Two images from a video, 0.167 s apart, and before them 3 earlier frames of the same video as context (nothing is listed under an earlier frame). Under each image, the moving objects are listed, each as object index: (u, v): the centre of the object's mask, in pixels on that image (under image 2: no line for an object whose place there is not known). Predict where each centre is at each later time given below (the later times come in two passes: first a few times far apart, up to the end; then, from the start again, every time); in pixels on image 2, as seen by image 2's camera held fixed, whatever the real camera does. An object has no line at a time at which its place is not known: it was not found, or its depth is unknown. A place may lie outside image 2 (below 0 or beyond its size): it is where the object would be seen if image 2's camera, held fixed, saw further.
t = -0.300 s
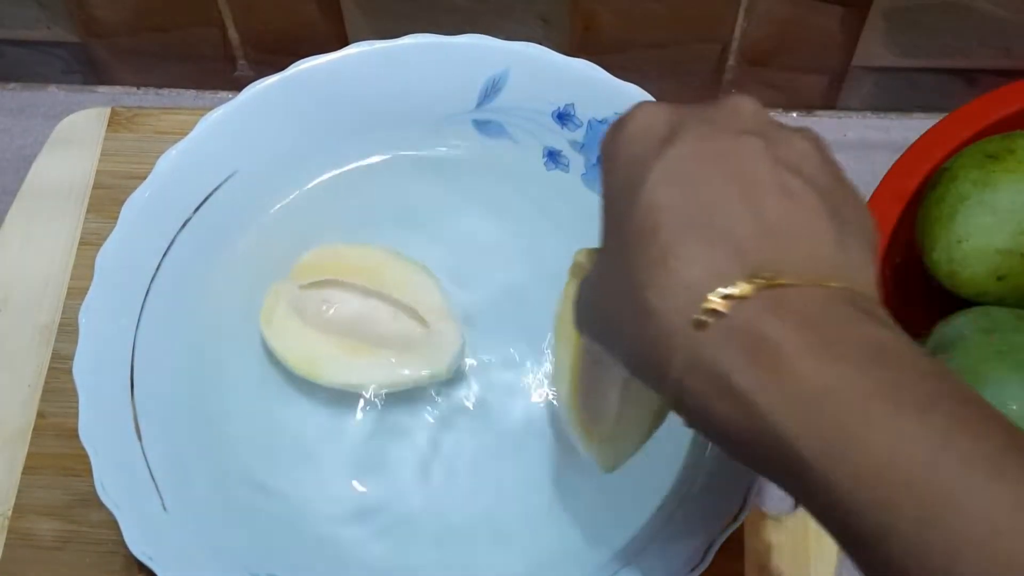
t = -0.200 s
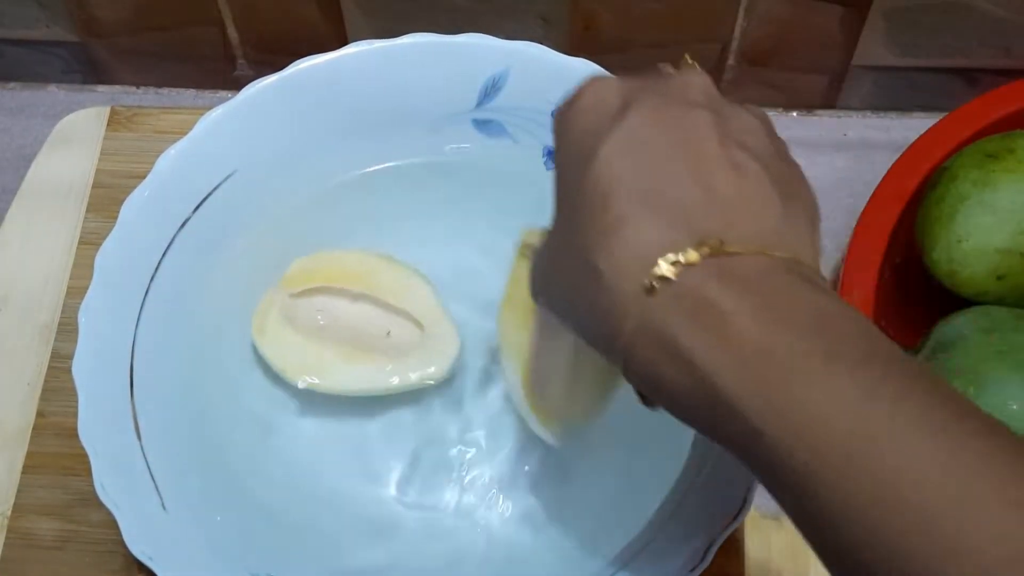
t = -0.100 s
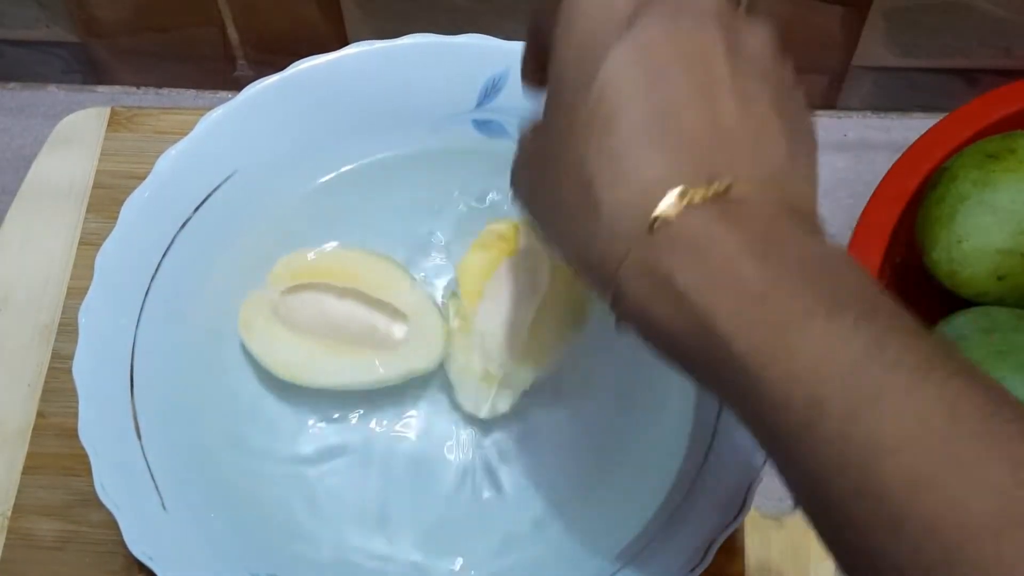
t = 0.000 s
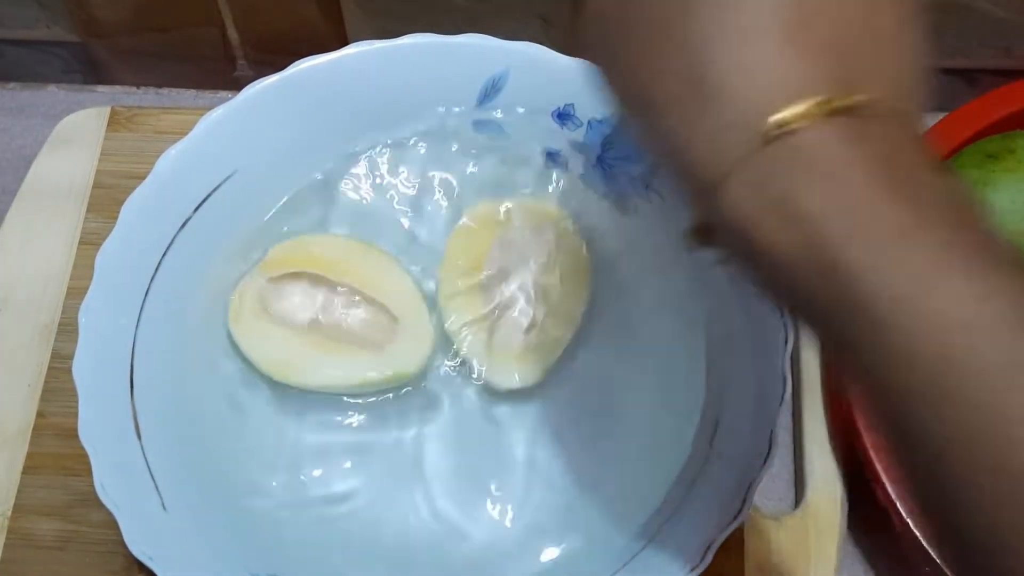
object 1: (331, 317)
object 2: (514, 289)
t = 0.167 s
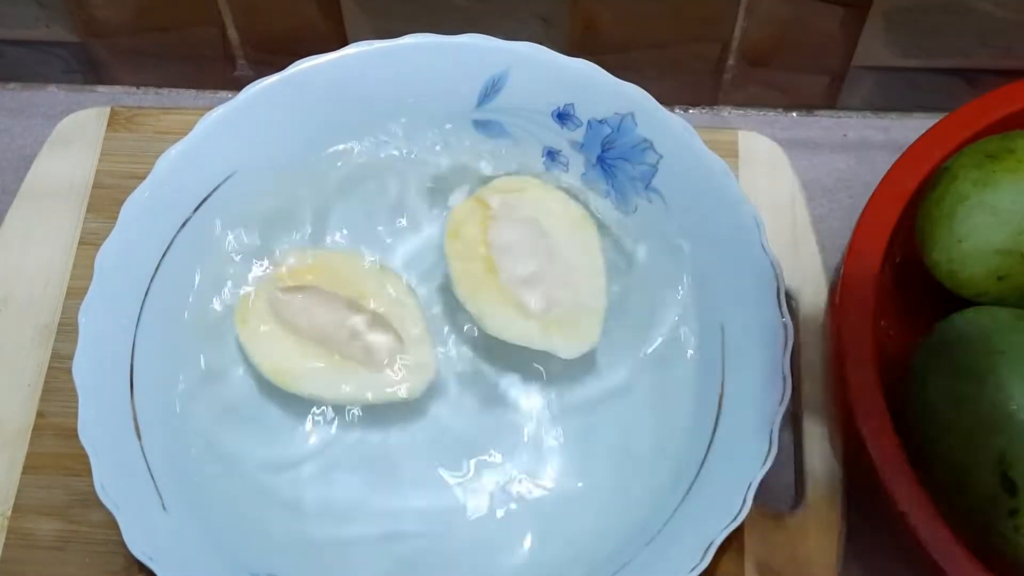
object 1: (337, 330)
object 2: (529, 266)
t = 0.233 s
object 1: (339, 341)
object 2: (535, 268)
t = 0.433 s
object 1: (336, 356)
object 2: (536, 274)
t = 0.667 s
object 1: (326, 346)
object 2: (523, 263)
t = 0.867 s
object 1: (326, 355)
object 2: (526, 278)
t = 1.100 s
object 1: (317, 355)
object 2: (525, 280)
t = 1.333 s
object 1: (312, 347)
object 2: (522, 273)
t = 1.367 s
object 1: (314, 348)
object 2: (523, 274)
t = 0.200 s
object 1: (338, 335)
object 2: (532, 267)
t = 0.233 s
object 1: (339, 341)
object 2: (535, 268)
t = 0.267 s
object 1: (340, 347)
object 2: (538, 269)
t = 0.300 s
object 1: (341, 352)
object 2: (540, 270)
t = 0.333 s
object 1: (341, 355)
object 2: (539, 271)
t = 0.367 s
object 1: (341, 355)
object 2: (539, 274)
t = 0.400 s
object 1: (339, 357)
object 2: (538, 274)
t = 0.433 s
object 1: (336, 356)
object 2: (536, 274)
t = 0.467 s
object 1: (334, 355)
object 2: (535, 273)
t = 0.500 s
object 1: (331, 353)
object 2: (533, 271)
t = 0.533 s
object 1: (329, 351)
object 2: (531, 268)
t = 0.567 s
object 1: (327, 348)
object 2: (528, 264)
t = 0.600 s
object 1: (326, 346)
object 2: (526, 263)
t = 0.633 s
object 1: (326, 346)
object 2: (524, 263)
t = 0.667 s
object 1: (326, 346)
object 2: (523, 263)
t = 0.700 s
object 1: (327, 346)
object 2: (522, 263)
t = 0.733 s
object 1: (329, 347)
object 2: (522, 265)
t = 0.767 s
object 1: (330, 349)
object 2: (524, 267)
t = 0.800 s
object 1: (329, 351)
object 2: (525, 270)
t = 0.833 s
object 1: (327, 352)
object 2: (526, 274)
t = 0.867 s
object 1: (326, 355)
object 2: (526, 278)
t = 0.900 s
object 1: (325, 356)
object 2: (527, 280)
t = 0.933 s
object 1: (323, 357)
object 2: (527, 281)
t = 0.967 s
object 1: (322, 358)
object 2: (527, 282)
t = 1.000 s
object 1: (321, 358)
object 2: (527, 283)
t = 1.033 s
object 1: (319, 357)
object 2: (526, 283)
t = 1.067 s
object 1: (318, 357)
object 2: (526, 282)
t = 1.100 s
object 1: (317, 355)
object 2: (525, 280)
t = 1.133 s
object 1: (315, 353)
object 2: (523, 278)
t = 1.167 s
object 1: (313, 350)
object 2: (523, 276)
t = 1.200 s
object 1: (311, 348)
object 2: (522, 275)
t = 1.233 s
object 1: (310, 345)
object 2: (522, 274)
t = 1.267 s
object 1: (311, 345)
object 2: (522, 273)
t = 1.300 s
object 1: (311, 345)
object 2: (522, 273)
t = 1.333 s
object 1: (312, 347)
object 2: (522, 273)
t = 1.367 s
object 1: (314, 348)
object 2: (523, 274)
